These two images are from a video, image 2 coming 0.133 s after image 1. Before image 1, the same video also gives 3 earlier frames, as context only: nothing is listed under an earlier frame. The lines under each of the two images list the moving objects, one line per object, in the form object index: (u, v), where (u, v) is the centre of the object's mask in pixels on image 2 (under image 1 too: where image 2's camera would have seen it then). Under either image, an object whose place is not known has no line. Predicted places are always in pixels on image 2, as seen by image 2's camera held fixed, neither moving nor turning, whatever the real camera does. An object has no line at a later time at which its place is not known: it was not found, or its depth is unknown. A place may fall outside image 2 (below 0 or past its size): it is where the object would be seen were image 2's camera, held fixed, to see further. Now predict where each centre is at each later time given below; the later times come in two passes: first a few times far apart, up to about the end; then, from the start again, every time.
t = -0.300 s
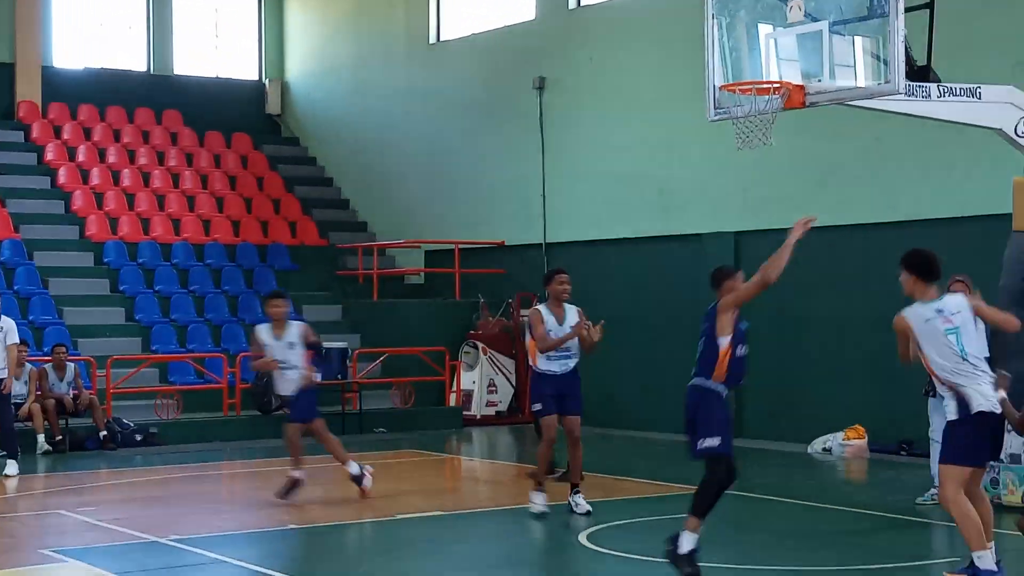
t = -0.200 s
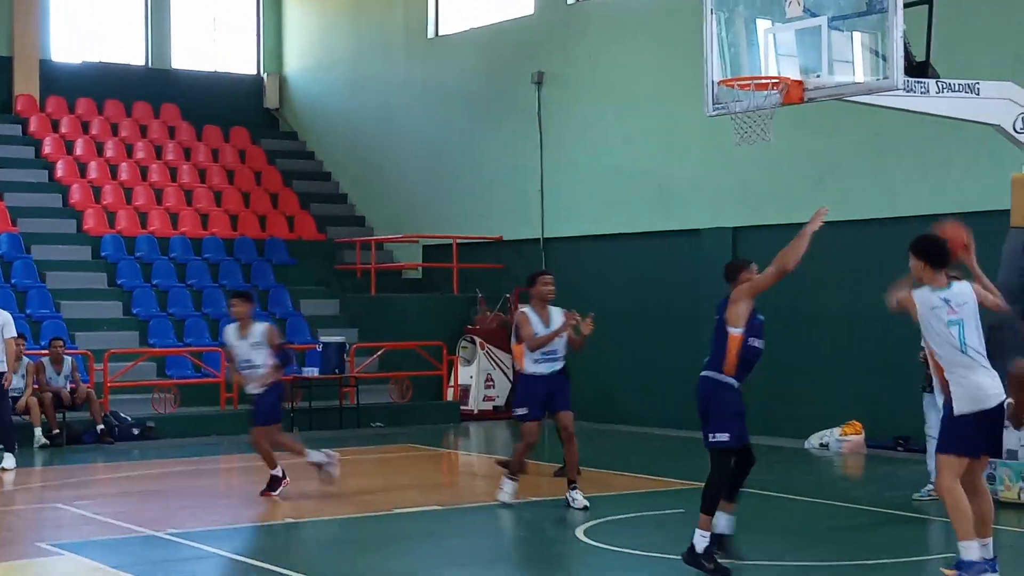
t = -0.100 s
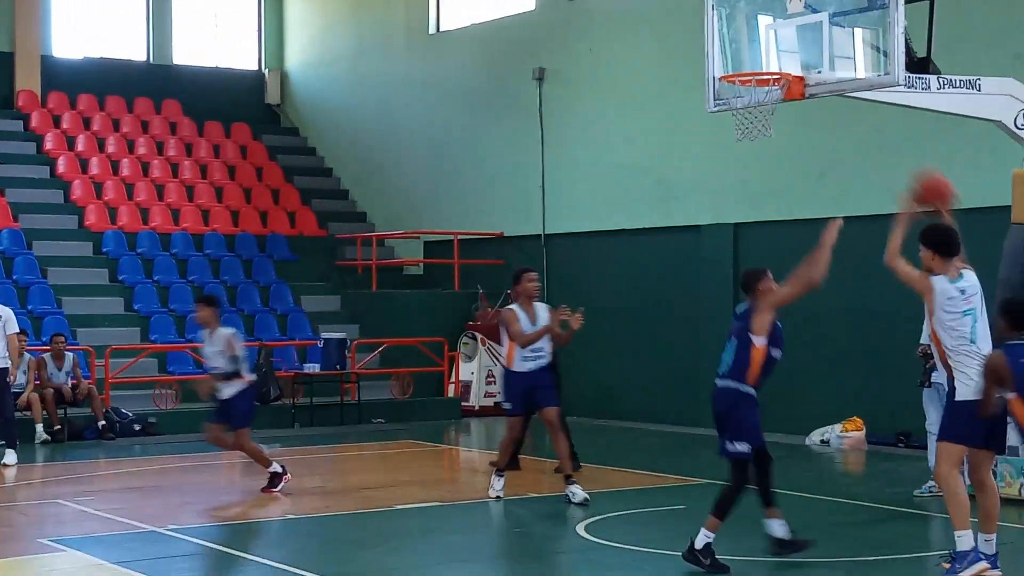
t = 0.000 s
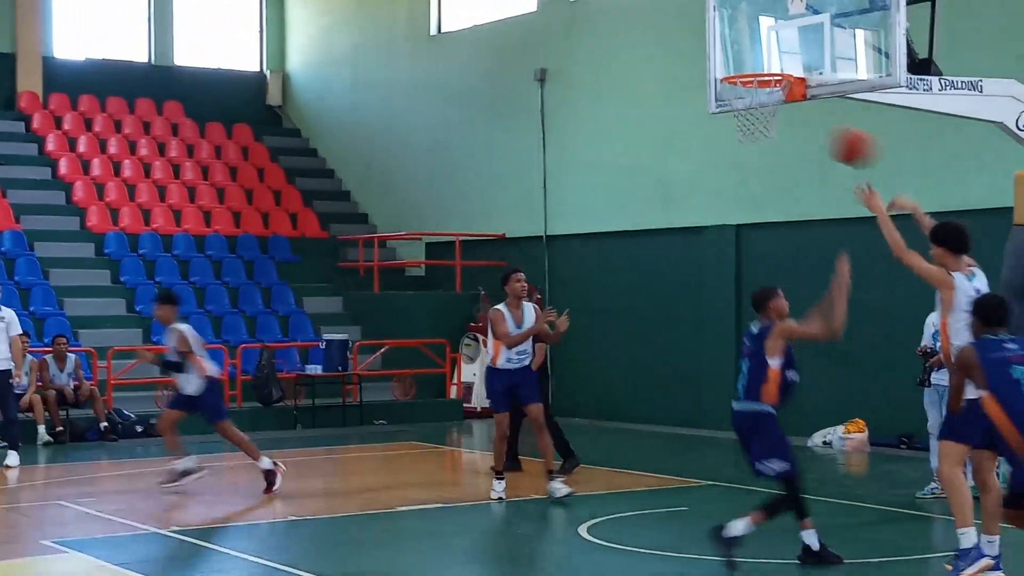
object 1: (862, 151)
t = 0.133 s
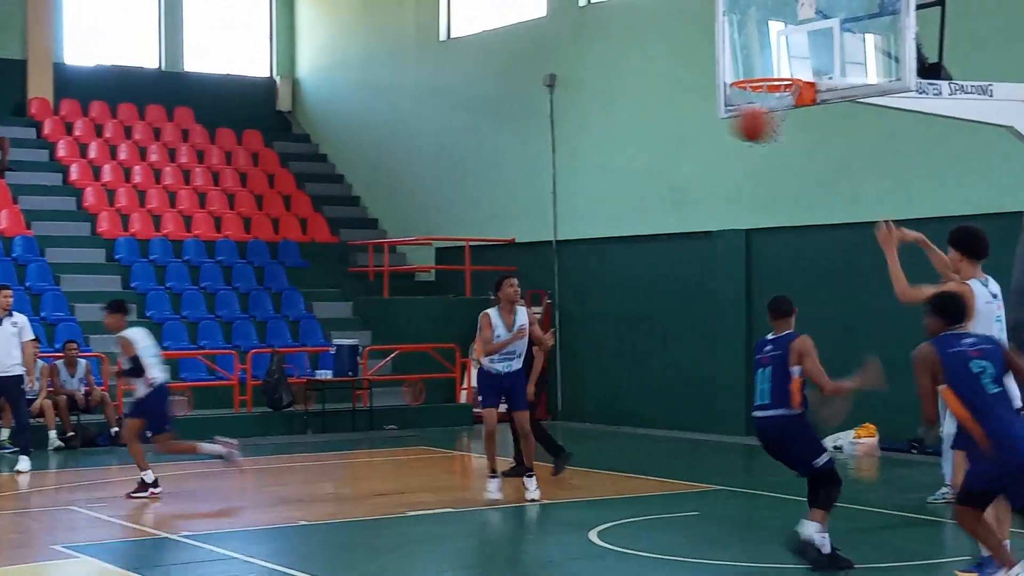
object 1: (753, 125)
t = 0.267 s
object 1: (656, 125)
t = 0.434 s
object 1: (548, 158)
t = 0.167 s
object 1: (726, 122)
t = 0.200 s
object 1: (703, 121)
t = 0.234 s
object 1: (678, 122)
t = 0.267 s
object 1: (656, 125)
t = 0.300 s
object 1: (633, 129)
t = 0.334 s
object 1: (610, 134)
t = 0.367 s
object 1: (590, 141)
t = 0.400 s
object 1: (570, 148)
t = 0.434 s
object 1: (548, 158)
